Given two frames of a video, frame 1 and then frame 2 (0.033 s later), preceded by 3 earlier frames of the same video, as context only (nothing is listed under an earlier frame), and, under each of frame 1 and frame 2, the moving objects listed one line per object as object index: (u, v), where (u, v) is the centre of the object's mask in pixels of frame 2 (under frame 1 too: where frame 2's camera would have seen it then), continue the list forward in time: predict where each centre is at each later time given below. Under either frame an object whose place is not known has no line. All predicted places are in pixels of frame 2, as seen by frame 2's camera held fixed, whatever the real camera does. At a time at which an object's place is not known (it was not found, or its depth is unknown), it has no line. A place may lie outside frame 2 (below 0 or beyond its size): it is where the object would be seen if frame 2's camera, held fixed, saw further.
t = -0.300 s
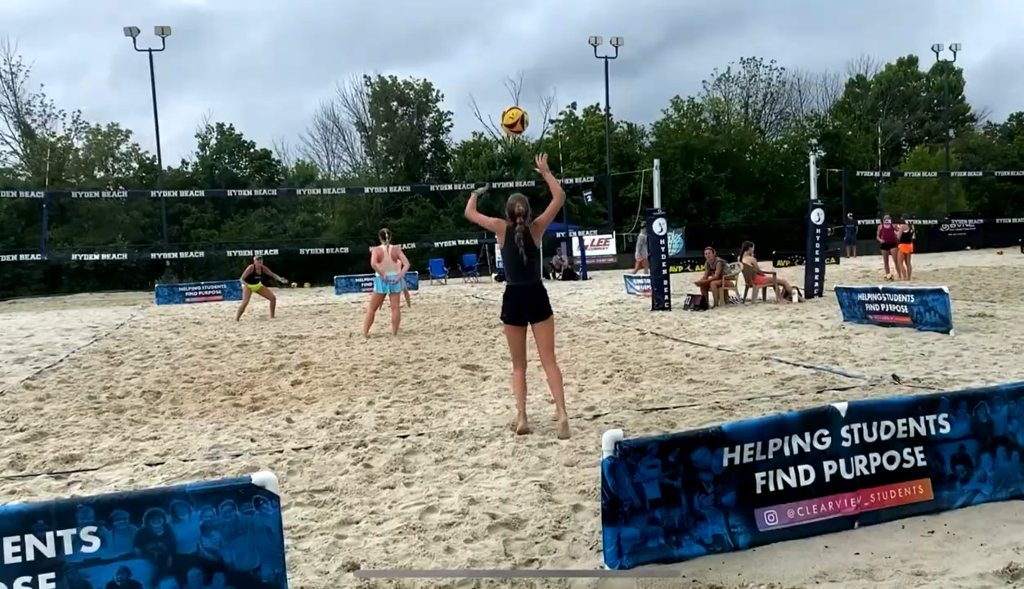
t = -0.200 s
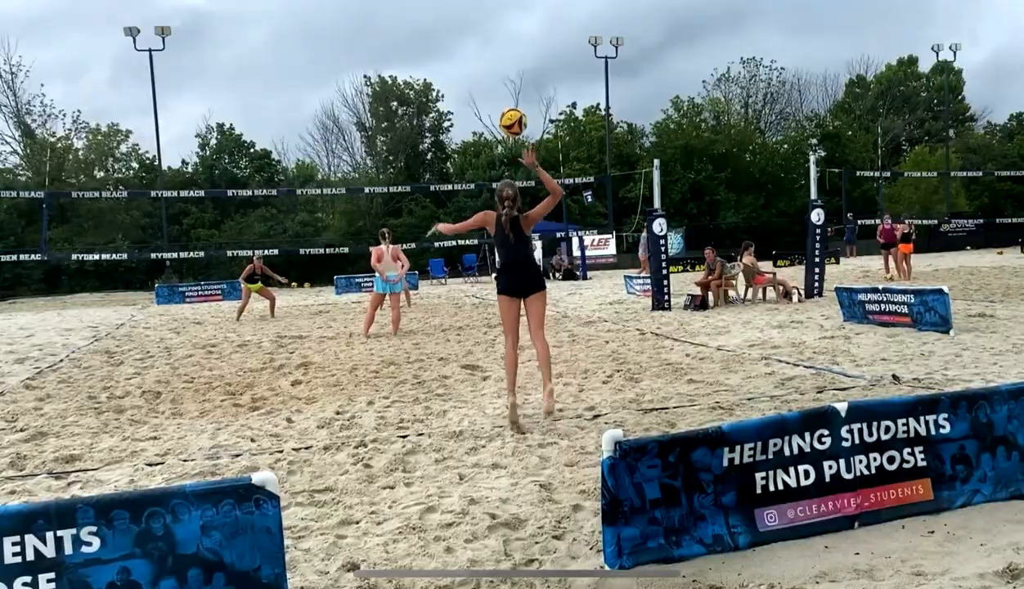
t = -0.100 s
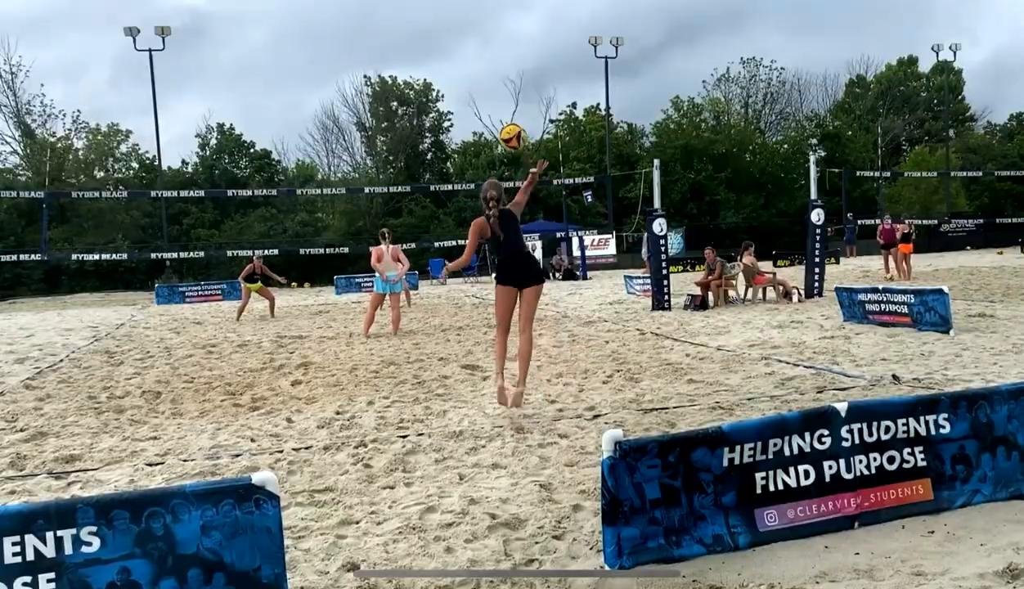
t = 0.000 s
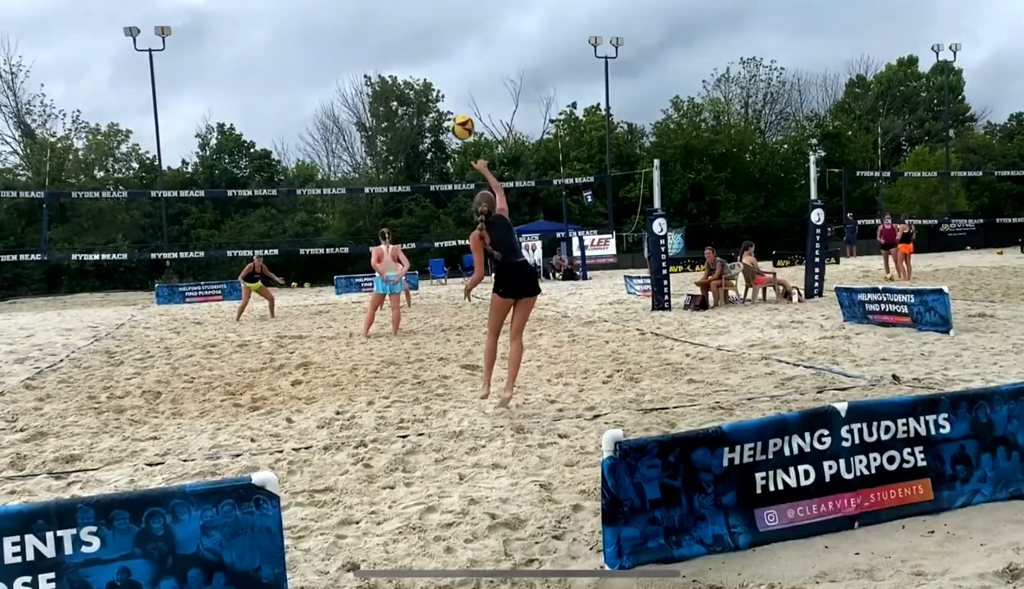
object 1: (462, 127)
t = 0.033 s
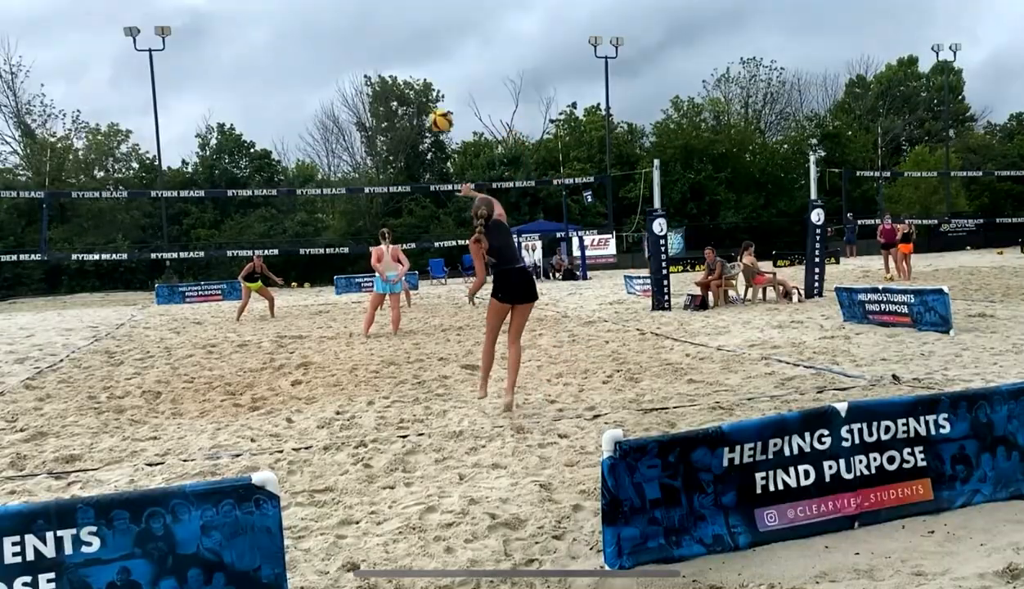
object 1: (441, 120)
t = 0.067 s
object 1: (420, 117)
